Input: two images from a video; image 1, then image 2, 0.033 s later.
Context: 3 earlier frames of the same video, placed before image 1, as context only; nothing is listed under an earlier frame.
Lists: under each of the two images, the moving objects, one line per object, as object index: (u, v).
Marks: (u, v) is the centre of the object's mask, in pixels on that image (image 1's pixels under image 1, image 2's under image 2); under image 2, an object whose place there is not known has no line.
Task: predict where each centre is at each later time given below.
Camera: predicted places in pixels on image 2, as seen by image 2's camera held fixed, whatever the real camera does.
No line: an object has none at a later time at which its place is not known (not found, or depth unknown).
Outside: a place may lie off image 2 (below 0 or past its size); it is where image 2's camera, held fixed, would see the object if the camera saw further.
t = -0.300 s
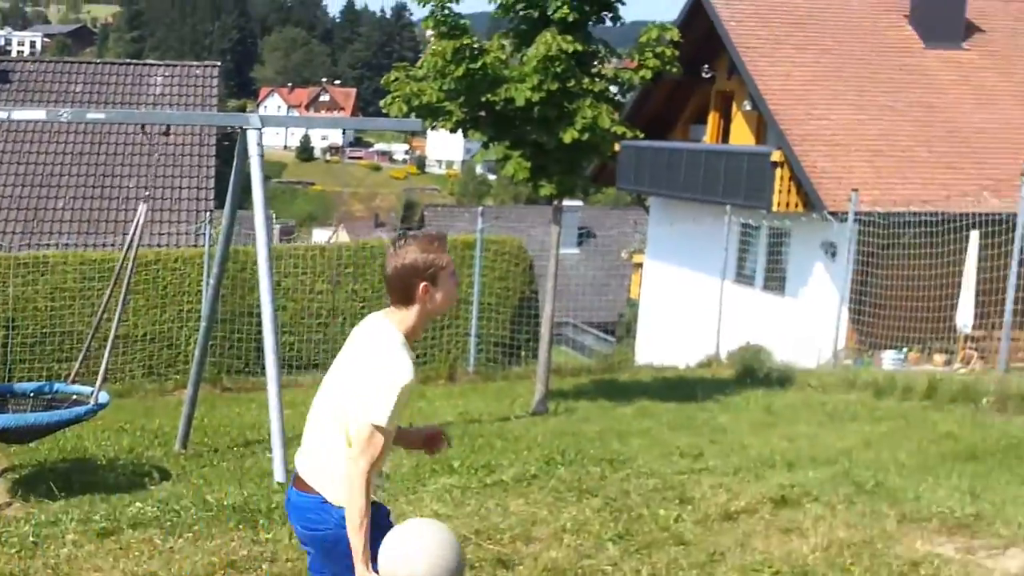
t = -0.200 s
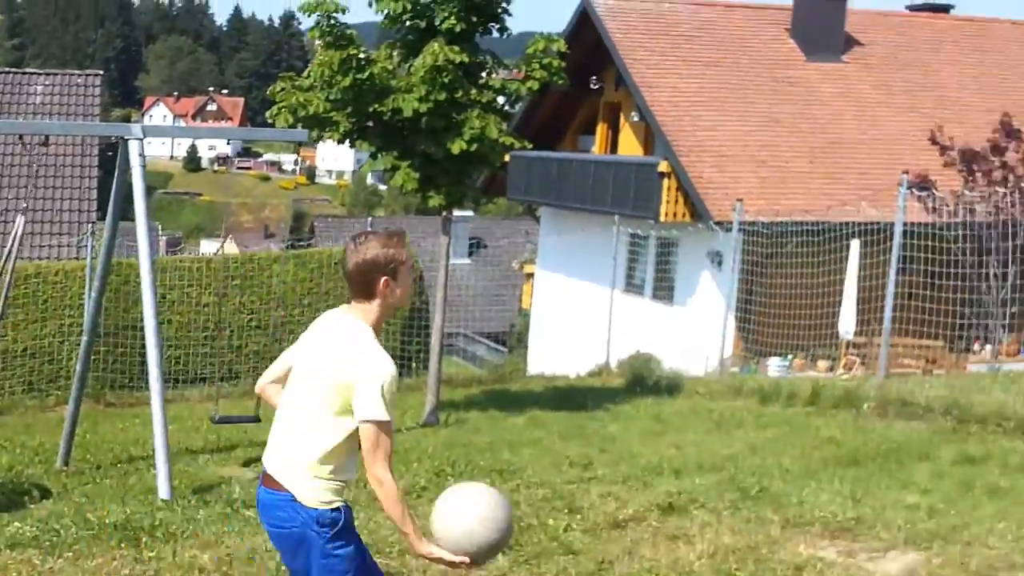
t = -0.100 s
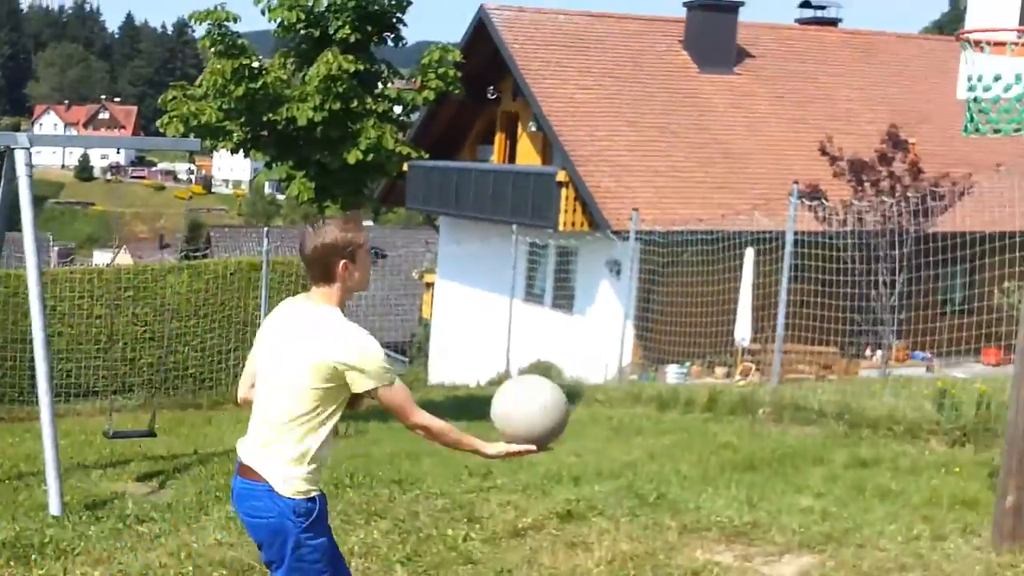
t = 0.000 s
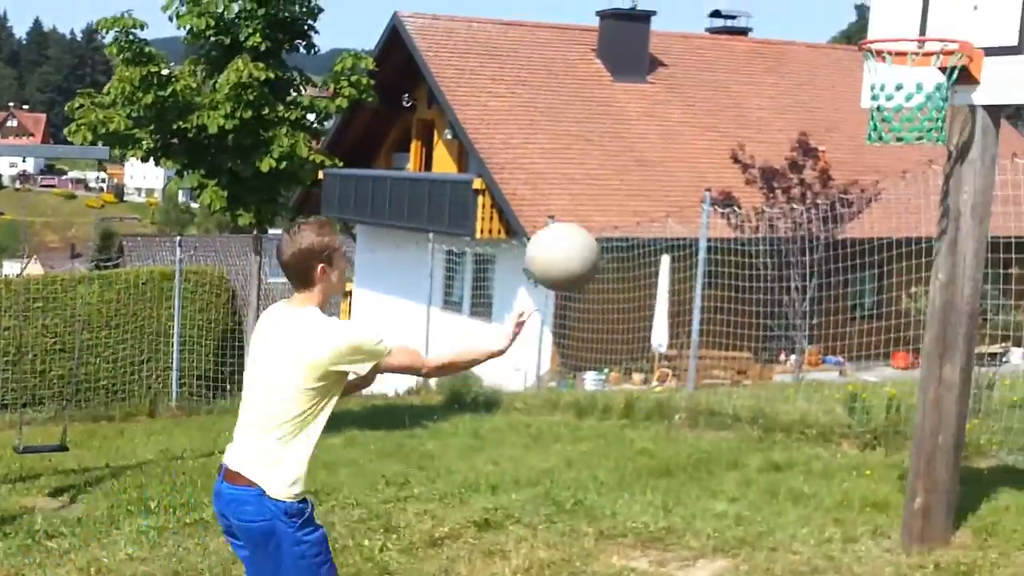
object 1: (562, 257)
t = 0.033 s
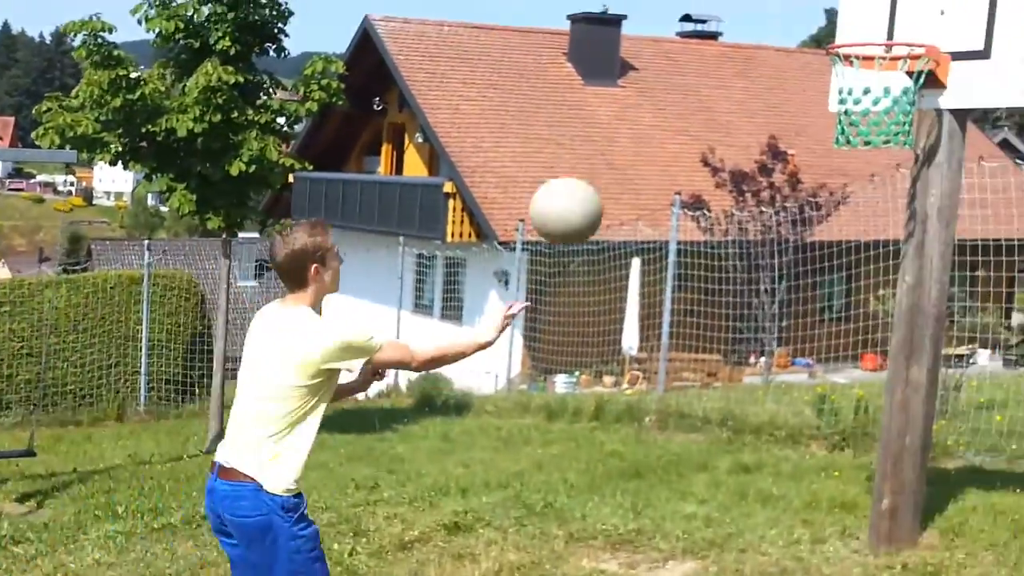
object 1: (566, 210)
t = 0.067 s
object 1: (599, 166)
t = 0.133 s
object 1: (660, 88)
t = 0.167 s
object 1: (688, 55)
